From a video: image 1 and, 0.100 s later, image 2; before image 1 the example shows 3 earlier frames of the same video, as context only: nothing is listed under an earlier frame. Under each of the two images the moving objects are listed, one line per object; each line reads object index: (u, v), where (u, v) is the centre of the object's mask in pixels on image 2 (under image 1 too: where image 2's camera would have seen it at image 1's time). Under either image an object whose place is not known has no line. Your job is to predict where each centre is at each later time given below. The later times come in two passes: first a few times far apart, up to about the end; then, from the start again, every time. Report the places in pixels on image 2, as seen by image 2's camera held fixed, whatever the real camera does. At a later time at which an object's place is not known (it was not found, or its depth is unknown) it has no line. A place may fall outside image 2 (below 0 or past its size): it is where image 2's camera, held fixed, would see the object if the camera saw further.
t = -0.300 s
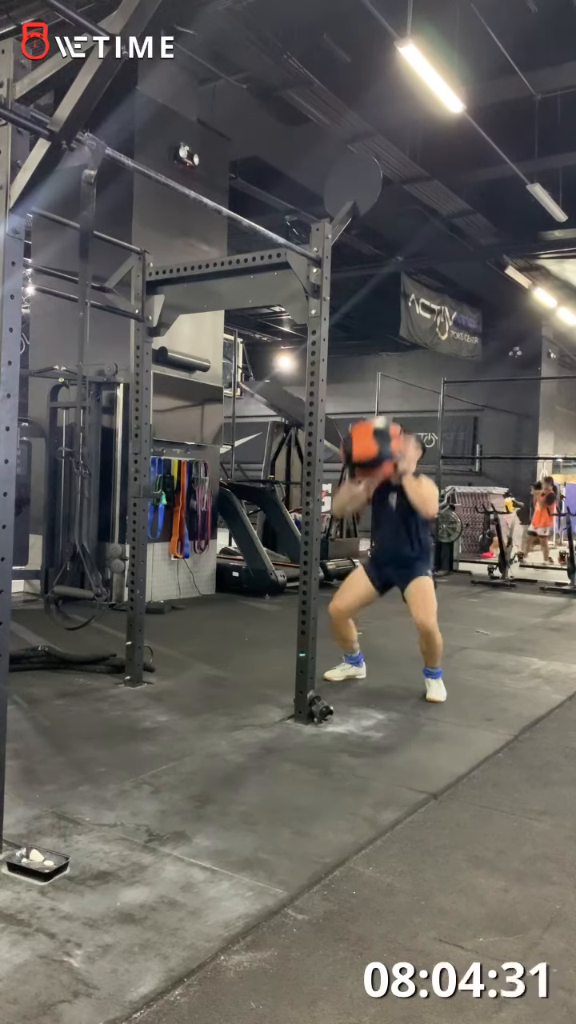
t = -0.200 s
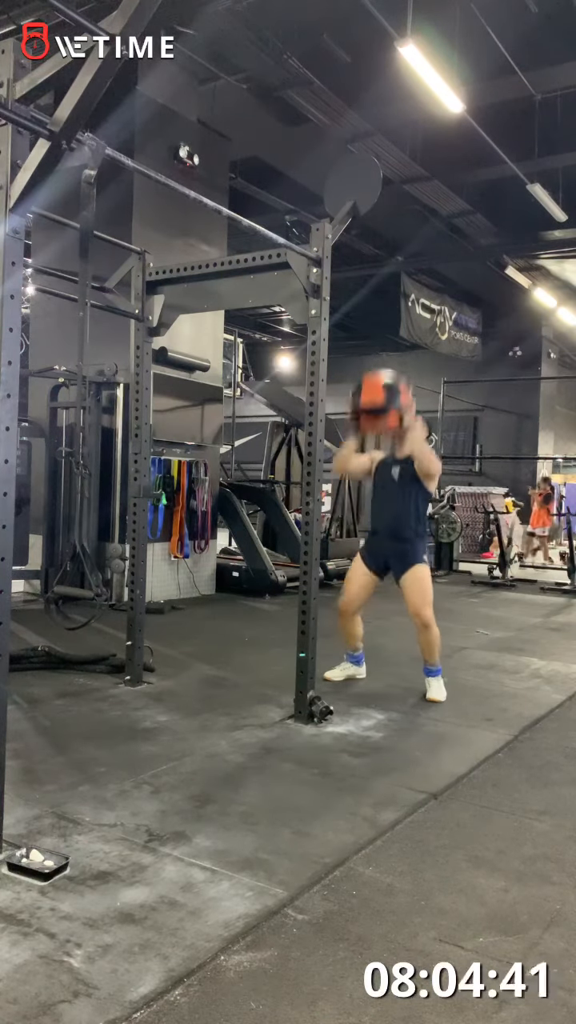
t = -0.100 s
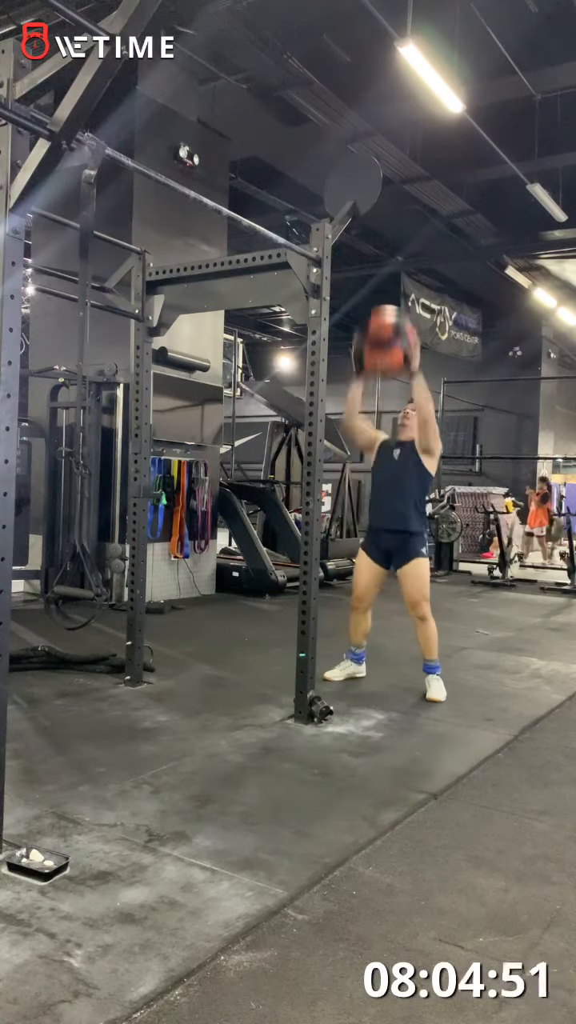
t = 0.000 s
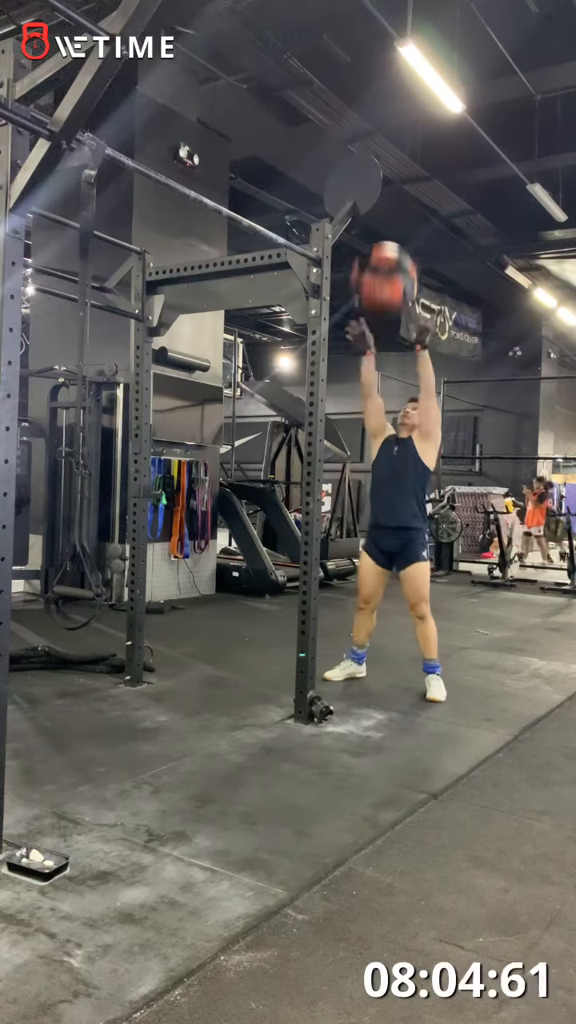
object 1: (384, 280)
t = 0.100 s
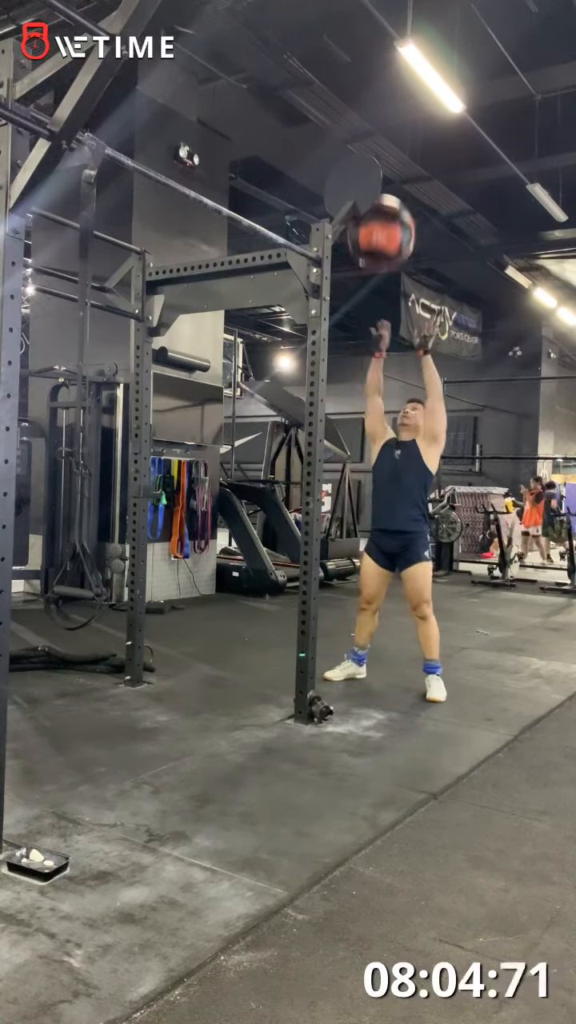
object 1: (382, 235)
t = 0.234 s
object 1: (386, 201)
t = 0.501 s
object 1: (382, 235)
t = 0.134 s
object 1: (384, 225)
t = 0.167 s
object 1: (385, 216)
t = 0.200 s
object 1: (386, 208)
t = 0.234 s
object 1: (386, 201)
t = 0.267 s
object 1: (387, 196)
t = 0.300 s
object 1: (386, 196)
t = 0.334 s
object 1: (387, 198)
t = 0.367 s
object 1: (387, 202)
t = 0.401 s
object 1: (385, 210)
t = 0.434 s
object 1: (385, 218)
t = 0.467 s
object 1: (384, 226)
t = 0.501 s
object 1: (382, 235)
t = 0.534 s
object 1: (384, 249)
